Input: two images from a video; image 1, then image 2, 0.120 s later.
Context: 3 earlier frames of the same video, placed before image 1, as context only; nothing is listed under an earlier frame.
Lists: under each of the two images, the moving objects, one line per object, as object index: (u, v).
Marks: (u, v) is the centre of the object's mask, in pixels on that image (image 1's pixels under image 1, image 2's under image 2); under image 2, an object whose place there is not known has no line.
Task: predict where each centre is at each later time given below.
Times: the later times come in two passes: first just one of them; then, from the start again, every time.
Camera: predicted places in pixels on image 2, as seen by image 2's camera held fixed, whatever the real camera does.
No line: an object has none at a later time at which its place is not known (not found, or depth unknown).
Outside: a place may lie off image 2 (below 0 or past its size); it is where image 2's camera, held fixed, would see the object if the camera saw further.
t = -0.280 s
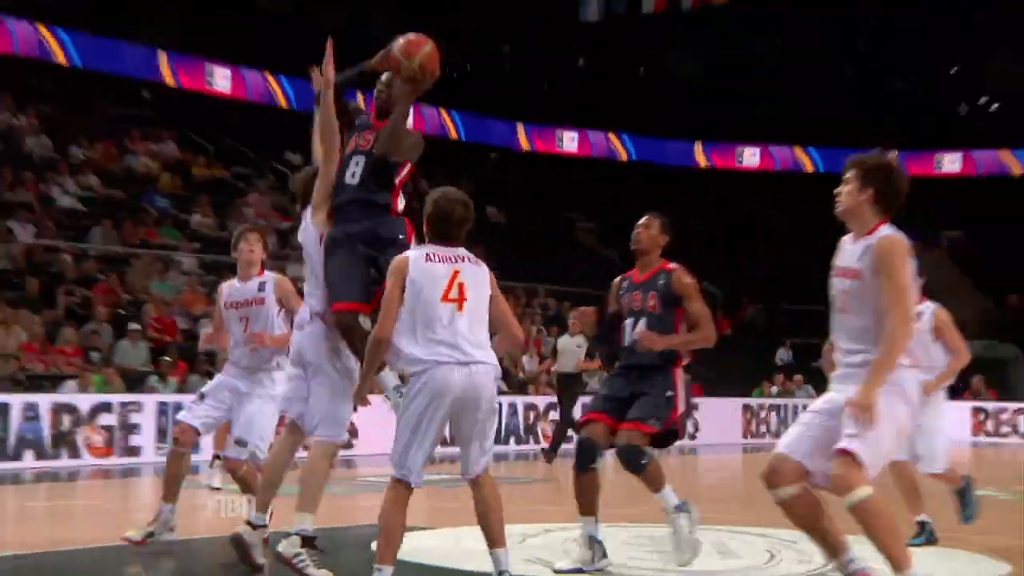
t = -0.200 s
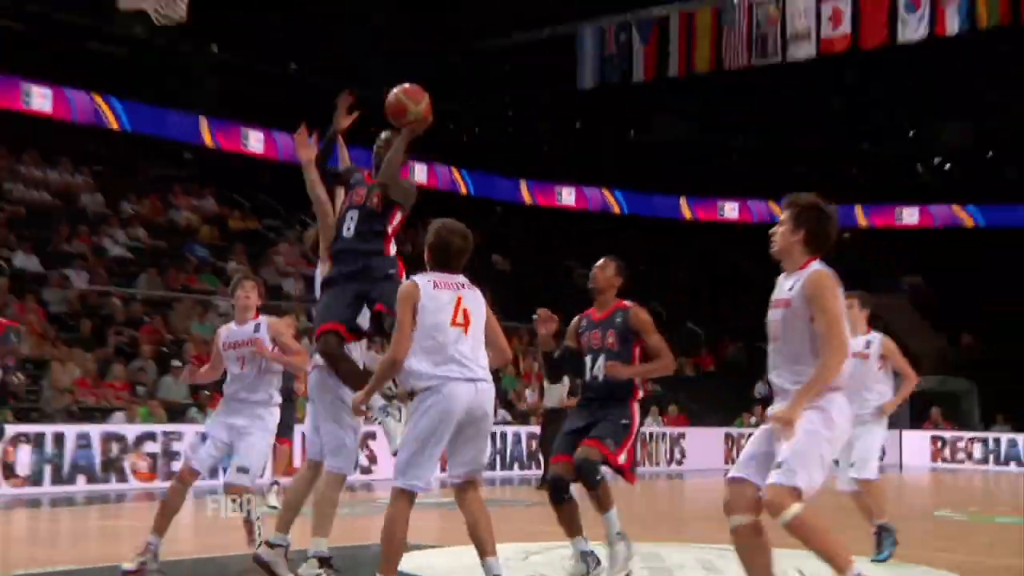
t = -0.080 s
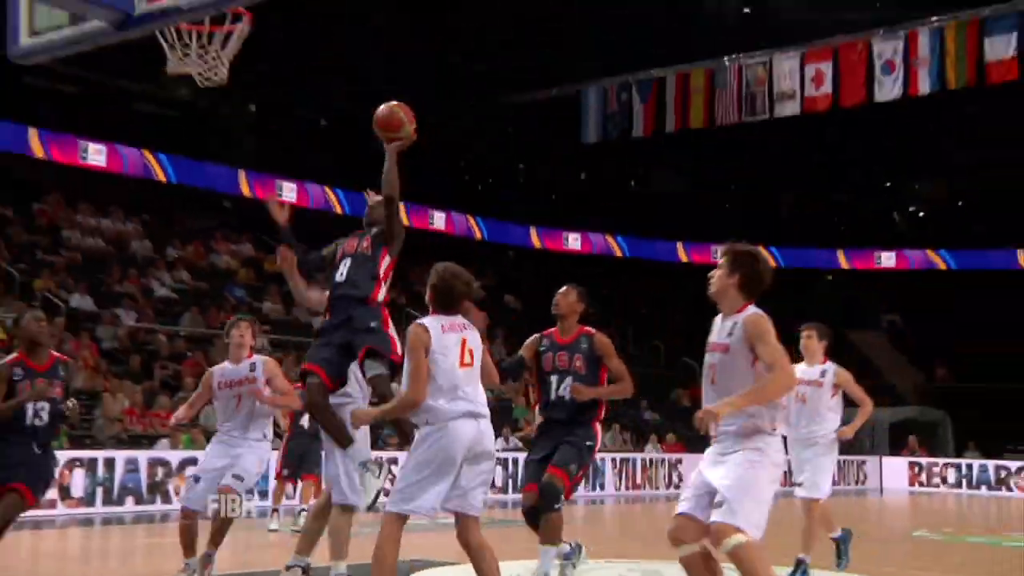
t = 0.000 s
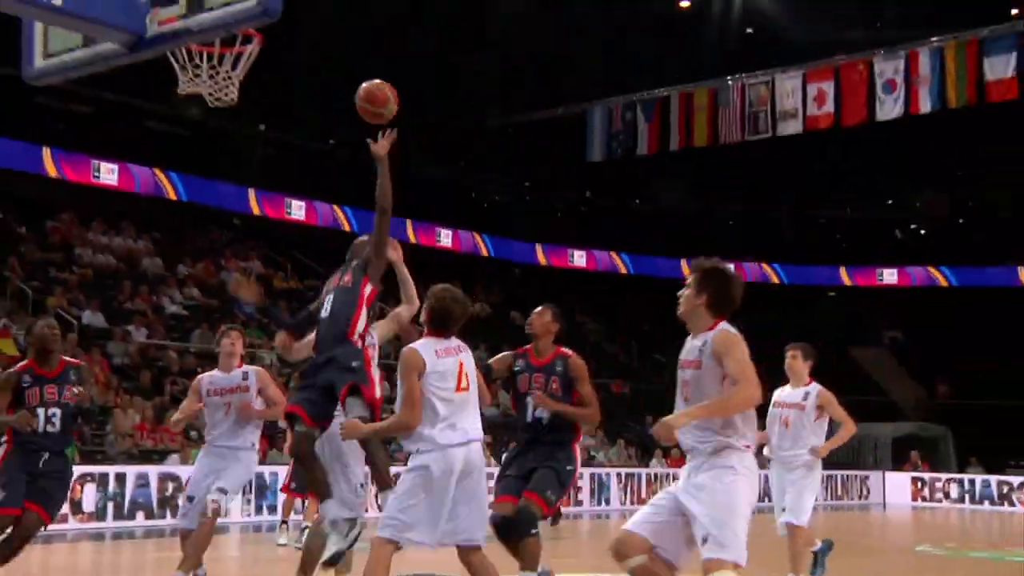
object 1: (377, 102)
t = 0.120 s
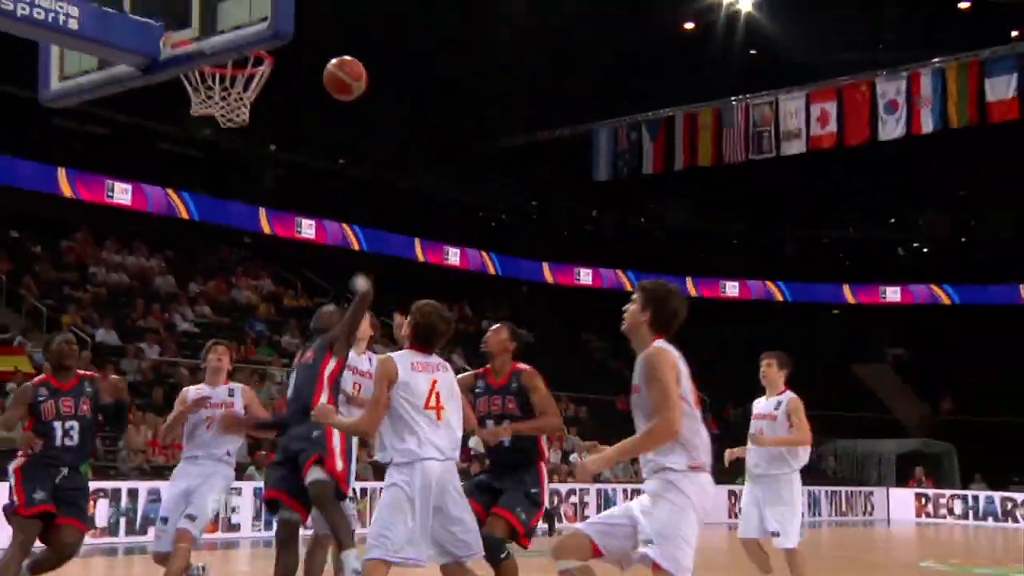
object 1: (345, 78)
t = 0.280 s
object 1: (286, 54)
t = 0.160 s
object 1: (329, 66)
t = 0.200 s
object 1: (315, 60)
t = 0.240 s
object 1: (300, 55)
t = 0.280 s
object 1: (286, 54)
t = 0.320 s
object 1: (276, 57)
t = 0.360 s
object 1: (274, 54)
